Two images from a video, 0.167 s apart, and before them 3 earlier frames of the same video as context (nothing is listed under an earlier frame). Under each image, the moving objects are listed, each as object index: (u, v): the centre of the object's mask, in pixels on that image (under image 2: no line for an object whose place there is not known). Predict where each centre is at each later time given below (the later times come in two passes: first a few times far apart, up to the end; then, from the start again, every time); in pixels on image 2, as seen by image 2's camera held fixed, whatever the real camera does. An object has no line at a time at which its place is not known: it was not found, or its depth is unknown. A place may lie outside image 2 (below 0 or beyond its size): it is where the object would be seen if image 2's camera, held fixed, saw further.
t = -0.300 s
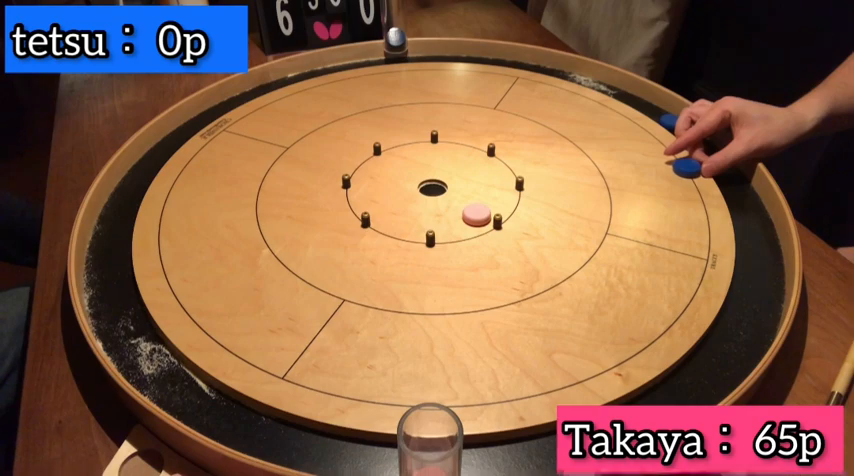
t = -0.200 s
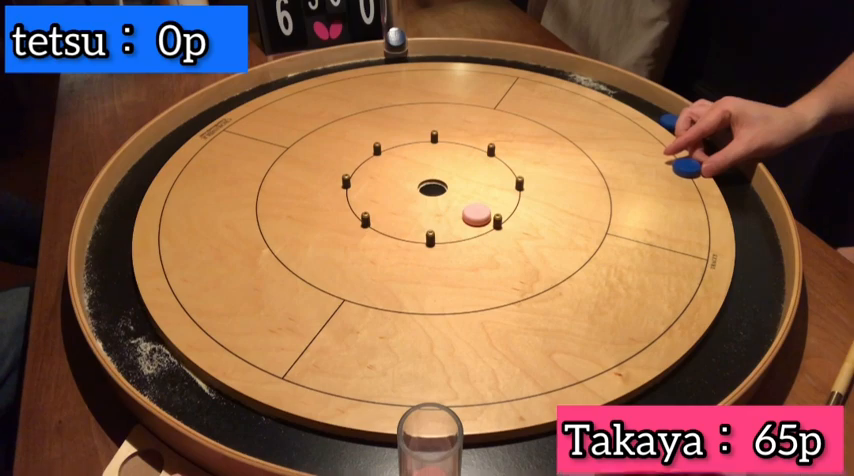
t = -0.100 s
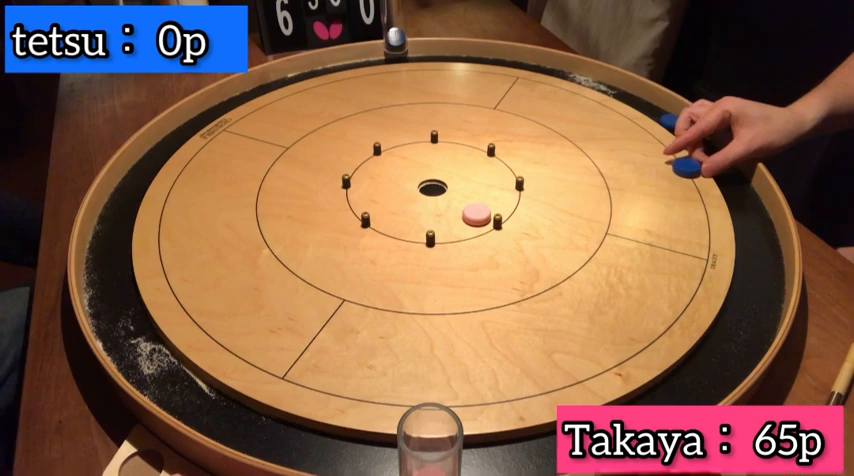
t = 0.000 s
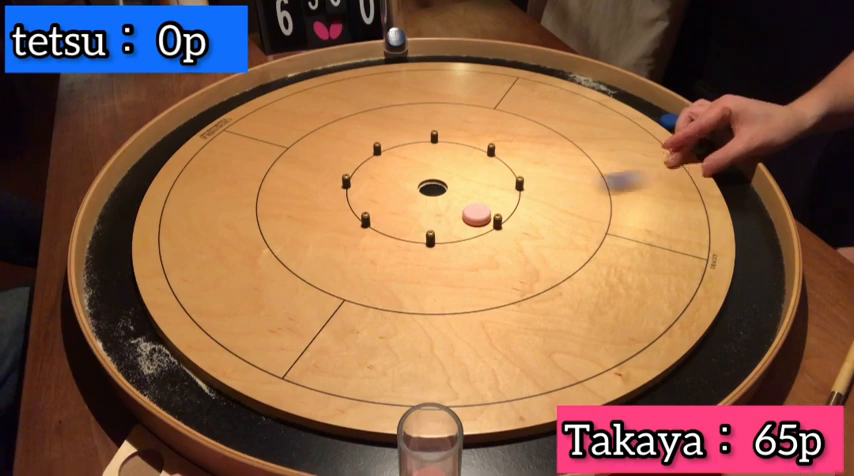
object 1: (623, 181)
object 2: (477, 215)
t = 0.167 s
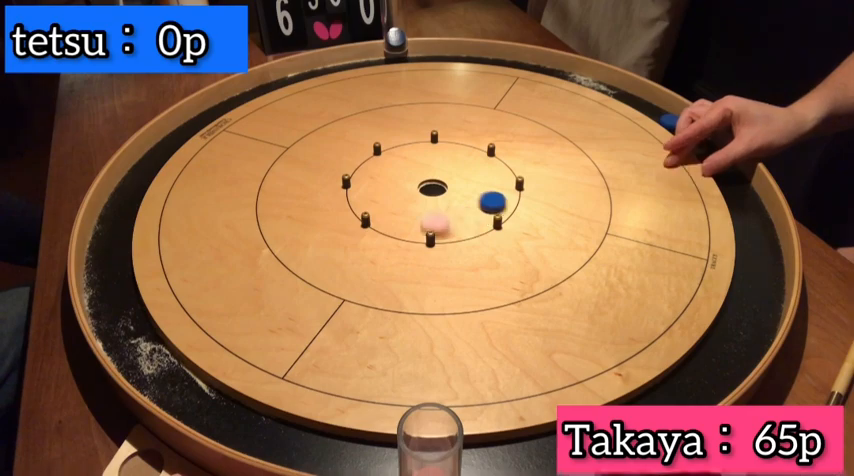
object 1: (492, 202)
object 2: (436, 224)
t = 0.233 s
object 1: (483, 198)
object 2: (428, 199)
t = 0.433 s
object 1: (472, 193)
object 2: (430, 180)
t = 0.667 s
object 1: (470, 194)
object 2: (433, 185)
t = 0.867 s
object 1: (470, 194)
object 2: (433, 185)
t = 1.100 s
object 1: (470, 194)
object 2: (433, 185)
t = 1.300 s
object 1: (470, 194)
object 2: (433, 186)
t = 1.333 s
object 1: (470, 194)
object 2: (432, 186)
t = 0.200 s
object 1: (488, 200)
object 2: (430, 212)
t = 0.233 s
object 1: (483, 198)
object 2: (428, 199)
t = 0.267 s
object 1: (480, 197)
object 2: (427, 190)
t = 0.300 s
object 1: (478, 195)
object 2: (425, 182)
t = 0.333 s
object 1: (476, 194)
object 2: (427, 175)
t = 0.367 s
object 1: (475, 194)
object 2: (427, 173)
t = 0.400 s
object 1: (474, 193)
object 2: (428, 176)
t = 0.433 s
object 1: (472, 193)
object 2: (430, 180)
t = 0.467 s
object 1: (471, 193)
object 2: (434, 182)
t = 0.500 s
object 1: (471, 194)
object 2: (435, 184)
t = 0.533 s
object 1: (470, 194)
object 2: (434, 186)
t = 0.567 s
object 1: (470, 194)
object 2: (432, 186)
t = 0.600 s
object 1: (470, 194)
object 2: (432, 186)
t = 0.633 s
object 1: (470, 194)
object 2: (433, 186)
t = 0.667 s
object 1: (470, 194)
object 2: (433, 185)
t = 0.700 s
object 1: (470, 194)
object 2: (433, 185)
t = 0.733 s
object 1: (470, 194)
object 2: (433, 185)
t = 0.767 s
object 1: (470, 194)
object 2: (433, 186)
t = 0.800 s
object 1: (470, 194)
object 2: (433, 185)
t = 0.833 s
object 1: (470, 194)
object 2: (433, 185)
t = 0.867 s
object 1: (470, 194)
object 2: (433, 185)
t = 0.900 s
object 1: (470, 194)
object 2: (433, 185)
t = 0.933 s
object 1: (470, 194)
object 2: (433, 185)
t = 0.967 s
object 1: (470, 194)
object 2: (433, 185)
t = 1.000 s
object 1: (470, 194)
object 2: (433, 185)
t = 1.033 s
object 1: (470, 194)
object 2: (433, 185)
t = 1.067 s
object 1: (470, 194)
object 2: (433, 185)
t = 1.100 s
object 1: (470, 194)
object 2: (433, 185)
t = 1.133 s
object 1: (470, 194)
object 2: (433, 185)
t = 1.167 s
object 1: (470, 194)
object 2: (433, 185)
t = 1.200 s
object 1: (470, 194)
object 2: (433, 186)
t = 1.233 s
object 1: (470, 194)
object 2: (433, 186)
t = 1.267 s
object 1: (470, 194)
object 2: (433, 186)
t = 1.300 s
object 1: (470, 194)
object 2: (433, 186)
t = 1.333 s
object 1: (470, 194)
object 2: (432, 186)
